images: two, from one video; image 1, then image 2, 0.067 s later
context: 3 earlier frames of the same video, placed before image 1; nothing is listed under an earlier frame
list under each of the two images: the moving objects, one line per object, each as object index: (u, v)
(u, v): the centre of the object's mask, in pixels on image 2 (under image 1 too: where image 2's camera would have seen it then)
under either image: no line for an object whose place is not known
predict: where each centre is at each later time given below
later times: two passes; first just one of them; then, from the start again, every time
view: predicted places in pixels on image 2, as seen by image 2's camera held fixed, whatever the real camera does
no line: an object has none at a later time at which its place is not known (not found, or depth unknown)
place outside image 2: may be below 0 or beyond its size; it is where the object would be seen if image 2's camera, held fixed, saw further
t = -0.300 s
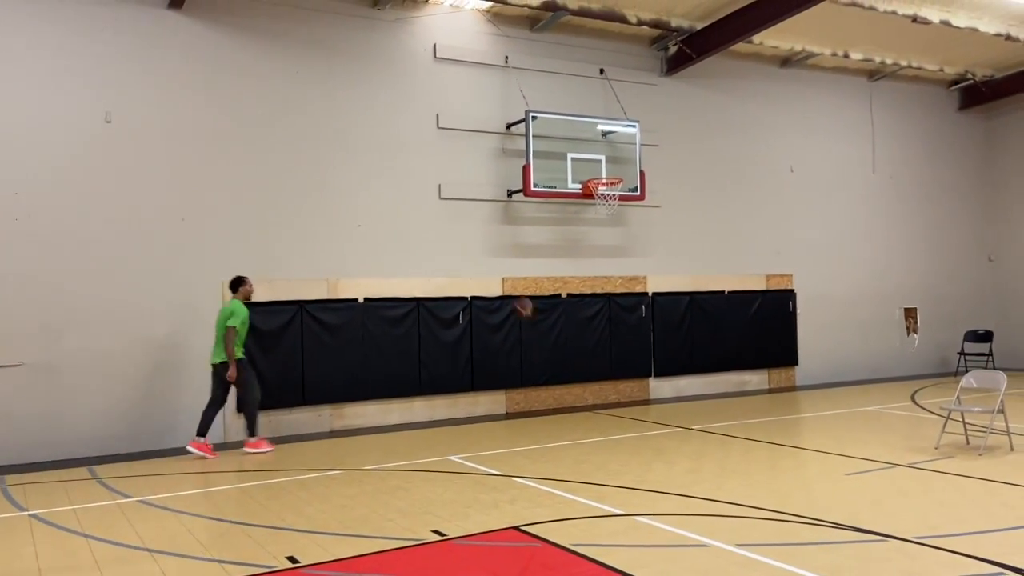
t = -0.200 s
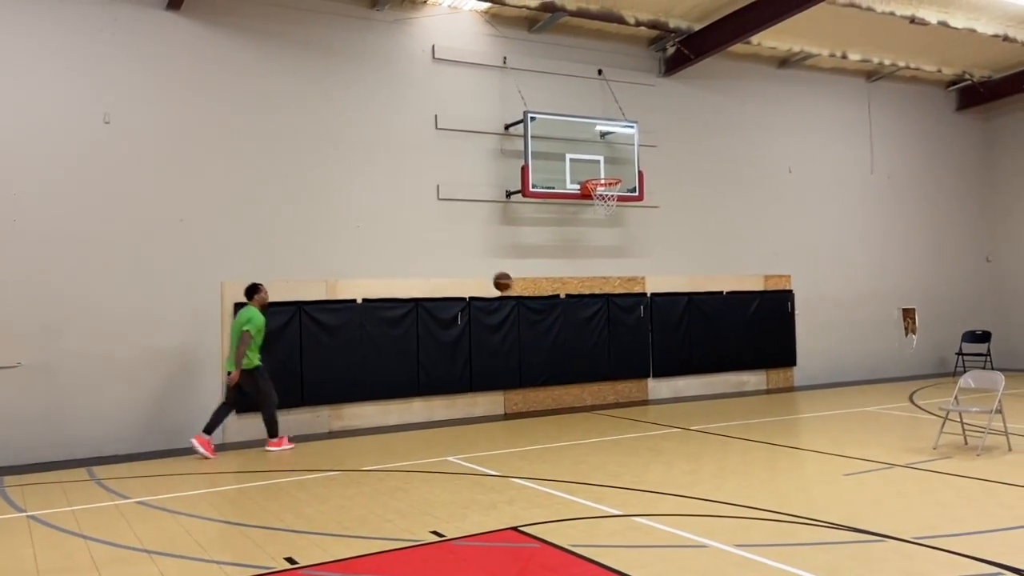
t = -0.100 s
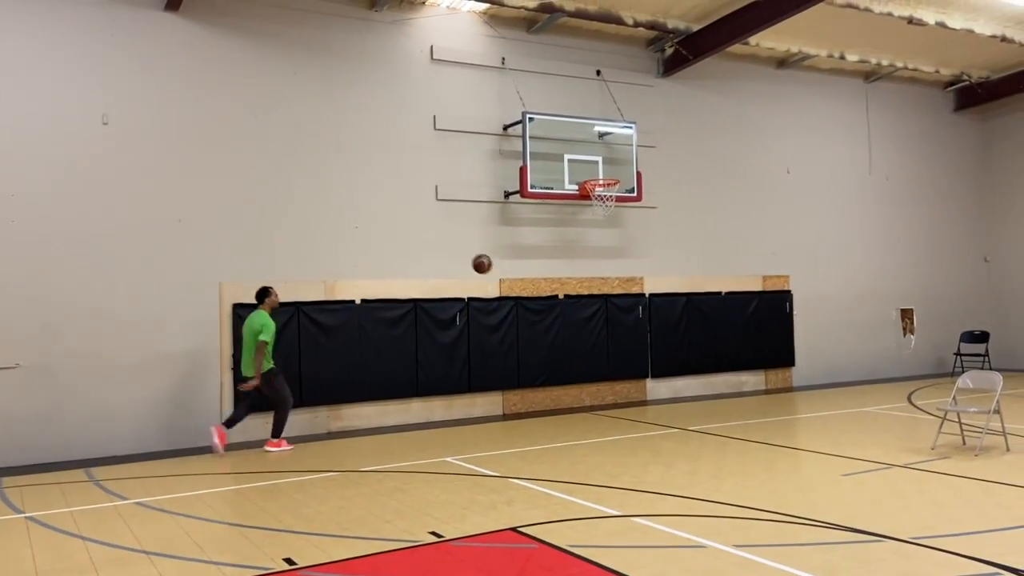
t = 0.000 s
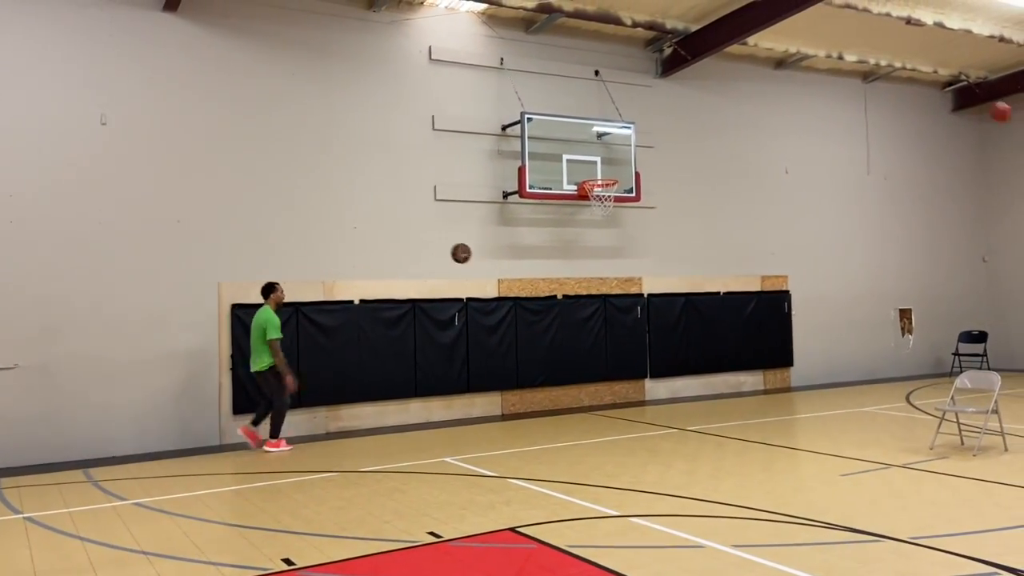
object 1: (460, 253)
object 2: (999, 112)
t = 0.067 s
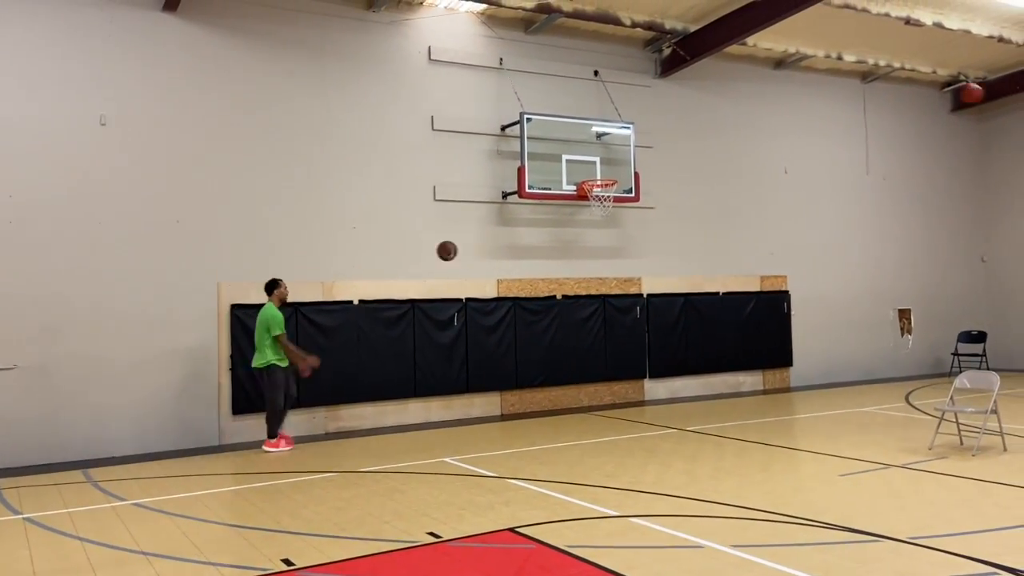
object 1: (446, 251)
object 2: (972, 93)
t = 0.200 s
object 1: (420, 257)
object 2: (914, 65)
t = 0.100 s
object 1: (440, 250)
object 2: (958, 86)
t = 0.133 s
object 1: (433, 252)
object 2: (944, 78)
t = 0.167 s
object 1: (426, 254)
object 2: (928, 70)
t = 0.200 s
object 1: (420, 257)
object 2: (914, 65)
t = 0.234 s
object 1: (413, 261)
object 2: (900, 59)
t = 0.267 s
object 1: (406, 266)
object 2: (886, 55)
